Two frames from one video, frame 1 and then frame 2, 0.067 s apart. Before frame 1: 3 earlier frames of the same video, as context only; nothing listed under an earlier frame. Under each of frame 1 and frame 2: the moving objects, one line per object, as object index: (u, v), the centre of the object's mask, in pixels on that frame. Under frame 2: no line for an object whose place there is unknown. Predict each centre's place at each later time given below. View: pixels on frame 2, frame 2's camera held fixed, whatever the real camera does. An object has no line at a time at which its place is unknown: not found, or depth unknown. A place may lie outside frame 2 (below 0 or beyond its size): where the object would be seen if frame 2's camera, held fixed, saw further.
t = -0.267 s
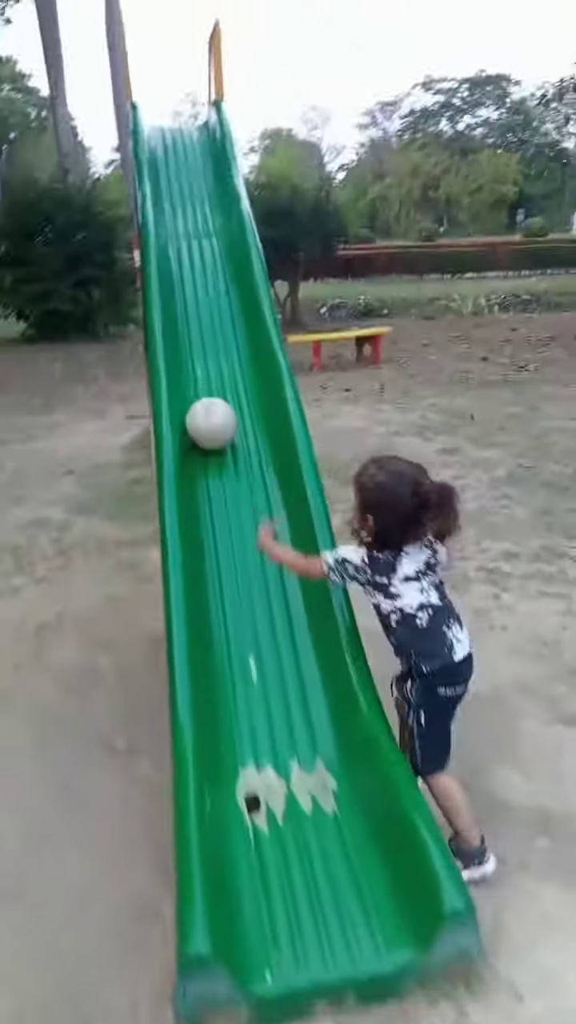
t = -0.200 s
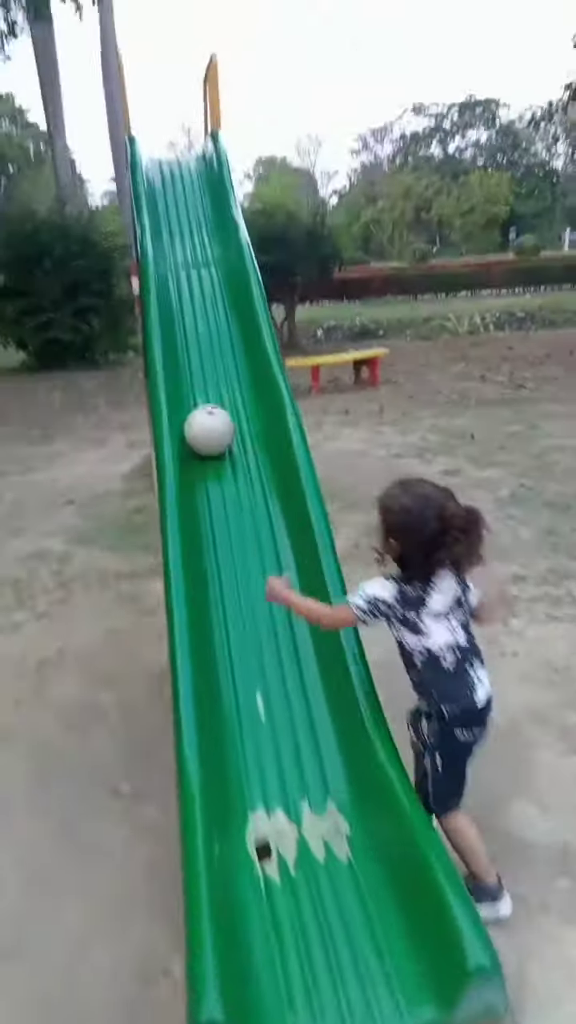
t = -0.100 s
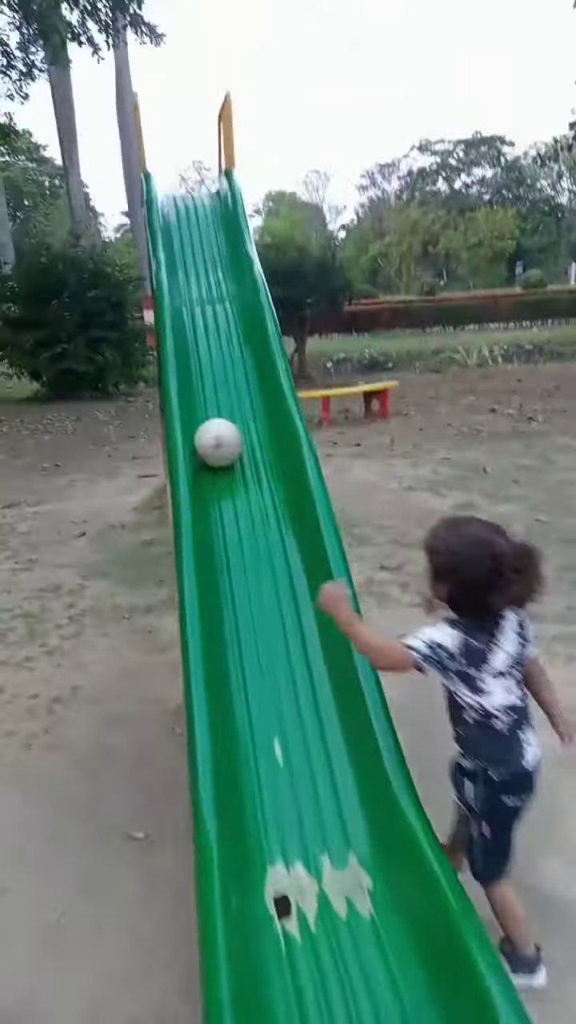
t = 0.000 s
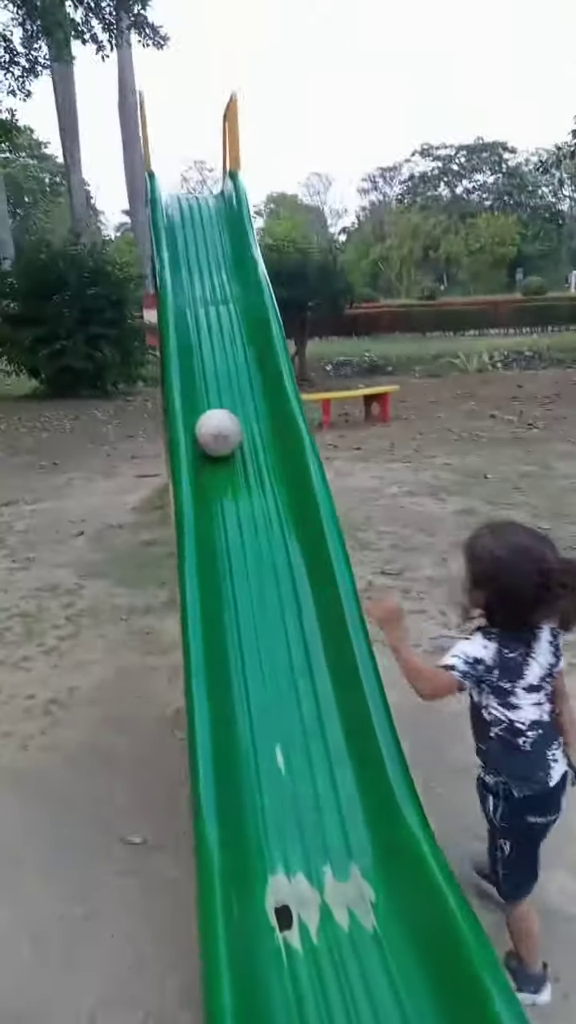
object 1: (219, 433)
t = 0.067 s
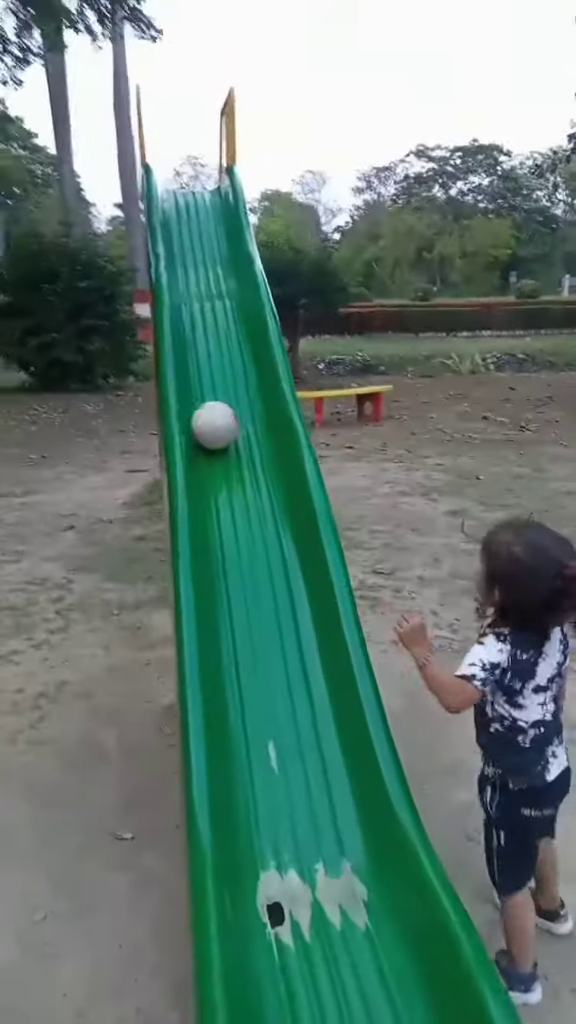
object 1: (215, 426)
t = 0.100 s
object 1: (216, 426)
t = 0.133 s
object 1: (219, 426)
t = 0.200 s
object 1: (224, 434)
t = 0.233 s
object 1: (225, 437)
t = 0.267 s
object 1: (227, 444)
